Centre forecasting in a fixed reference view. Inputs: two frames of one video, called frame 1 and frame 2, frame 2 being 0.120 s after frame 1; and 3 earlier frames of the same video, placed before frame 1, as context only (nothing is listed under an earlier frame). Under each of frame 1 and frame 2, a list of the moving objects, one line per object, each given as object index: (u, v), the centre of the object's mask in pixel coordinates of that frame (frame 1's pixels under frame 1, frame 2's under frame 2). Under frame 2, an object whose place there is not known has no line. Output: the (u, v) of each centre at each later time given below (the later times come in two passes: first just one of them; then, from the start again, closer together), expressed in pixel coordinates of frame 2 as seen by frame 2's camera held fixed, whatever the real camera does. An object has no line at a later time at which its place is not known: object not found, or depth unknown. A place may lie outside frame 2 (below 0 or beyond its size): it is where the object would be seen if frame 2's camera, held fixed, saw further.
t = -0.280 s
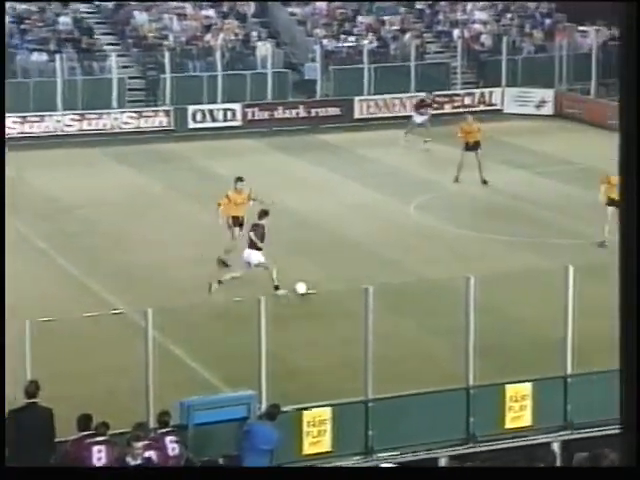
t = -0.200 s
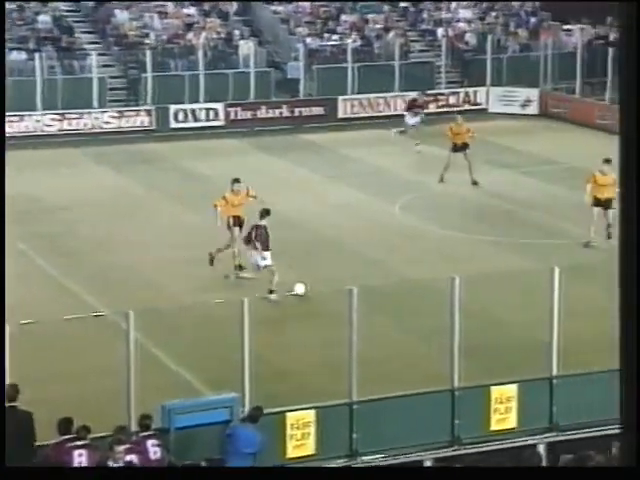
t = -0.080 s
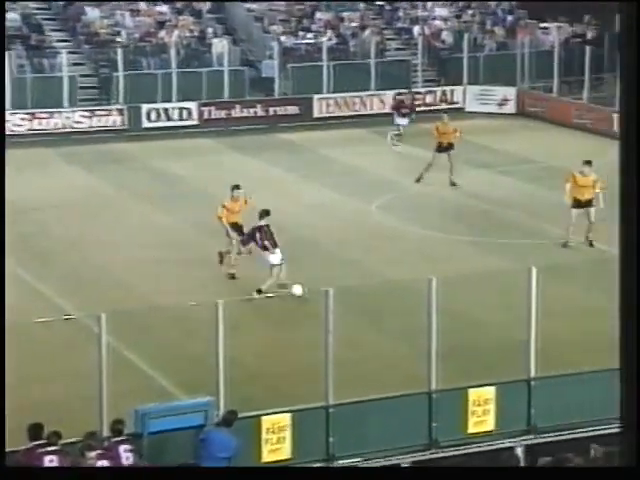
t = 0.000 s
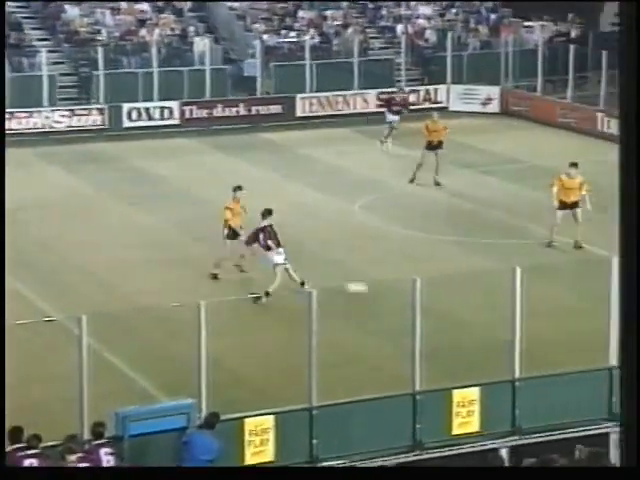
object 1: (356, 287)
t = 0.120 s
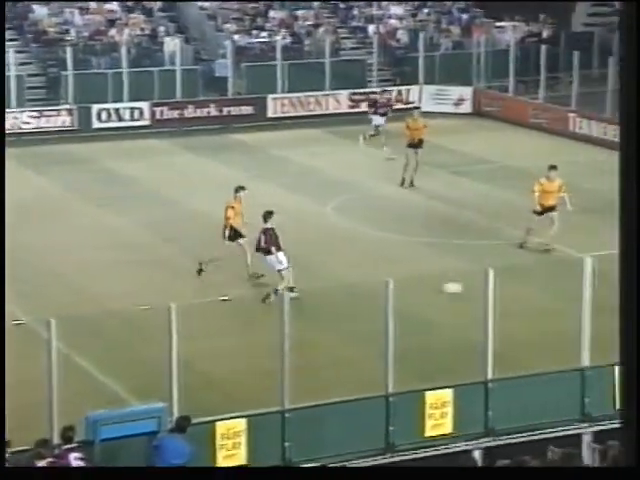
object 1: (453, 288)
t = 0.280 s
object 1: (603, 286)
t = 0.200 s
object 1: (531, 287)
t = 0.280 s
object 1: (603, 286)
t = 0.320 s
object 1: (637, 286)
